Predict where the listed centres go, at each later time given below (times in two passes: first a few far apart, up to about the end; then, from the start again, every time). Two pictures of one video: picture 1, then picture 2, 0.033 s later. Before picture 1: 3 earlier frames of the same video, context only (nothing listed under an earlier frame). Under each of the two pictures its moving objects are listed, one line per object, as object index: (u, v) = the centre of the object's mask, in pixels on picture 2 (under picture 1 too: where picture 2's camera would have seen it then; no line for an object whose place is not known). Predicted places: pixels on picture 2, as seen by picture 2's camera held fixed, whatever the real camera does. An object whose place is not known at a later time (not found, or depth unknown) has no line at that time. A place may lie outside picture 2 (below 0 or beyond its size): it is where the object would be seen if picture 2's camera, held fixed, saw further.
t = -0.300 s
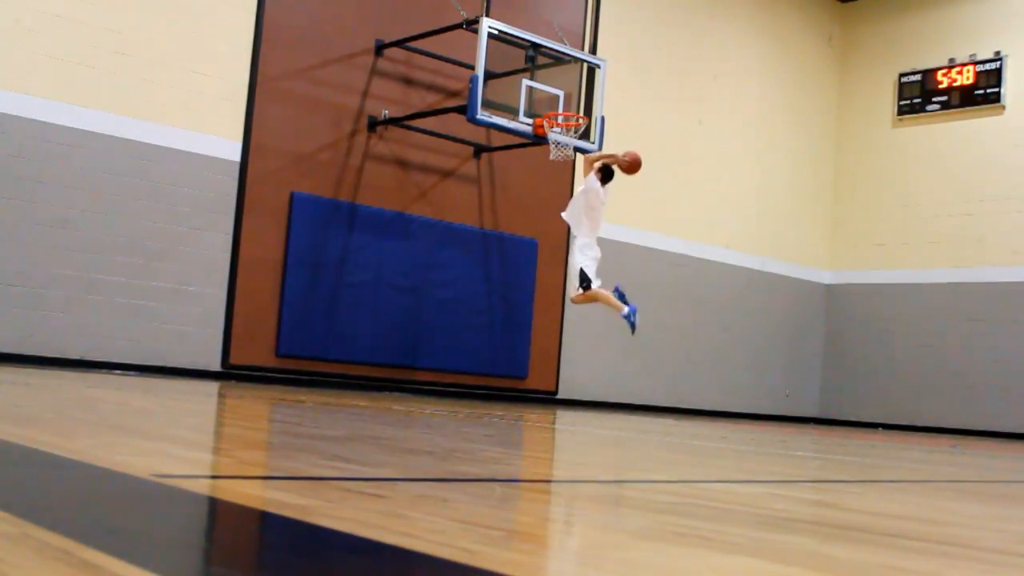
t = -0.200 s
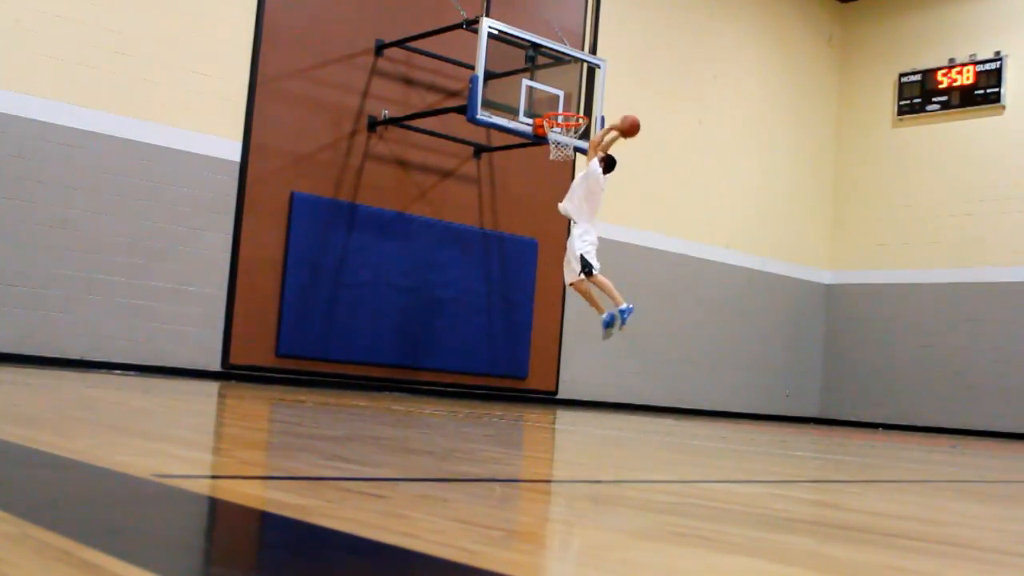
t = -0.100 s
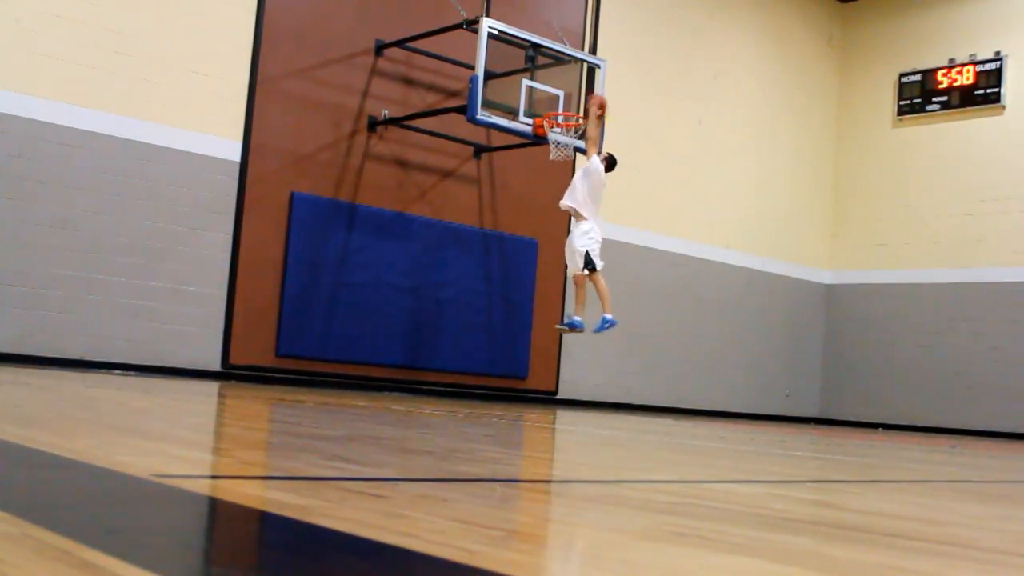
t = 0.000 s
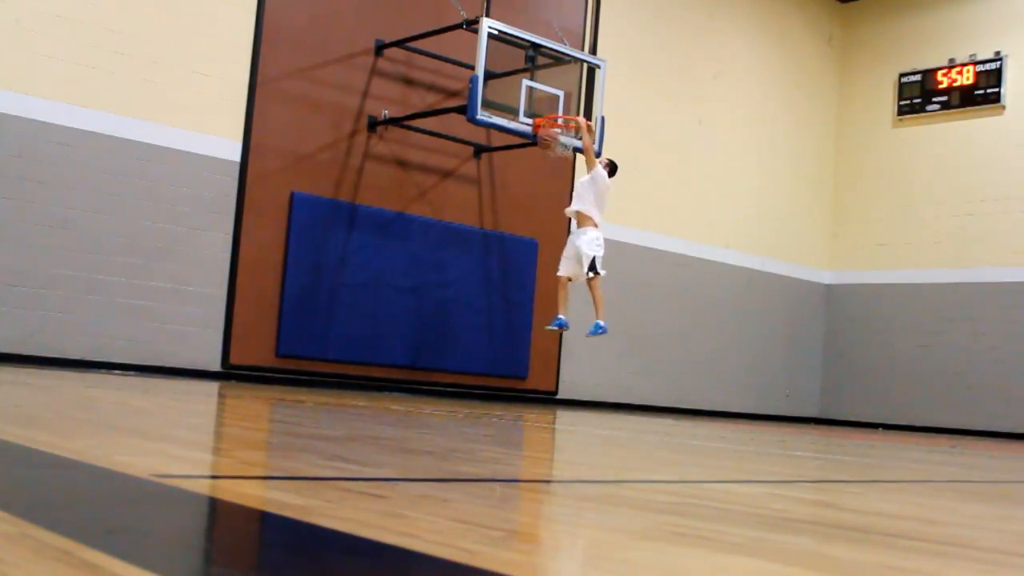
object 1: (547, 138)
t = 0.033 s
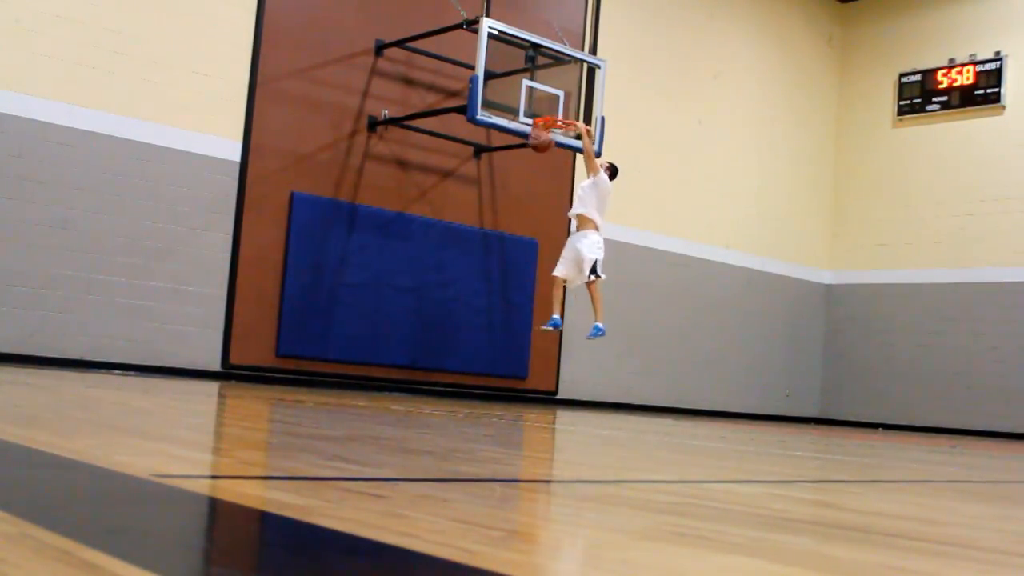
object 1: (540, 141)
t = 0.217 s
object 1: (522, 169)
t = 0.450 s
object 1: (498, 251)
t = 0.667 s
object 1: (471, 373)
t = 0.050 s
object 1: (538, 143)
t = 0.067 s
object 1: (537, 144)
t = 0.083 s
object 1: (535, 144)
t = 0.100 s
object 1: (534, 147)
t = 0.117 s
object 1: (532, 149)
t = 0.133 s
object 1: (531, 152)
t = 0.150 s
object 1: (528, 155)
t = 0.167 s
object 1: (527, 158)
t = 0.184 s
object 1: (525, 162)
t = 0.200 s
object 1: (524, 166)
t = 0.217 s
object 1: (522, 169)
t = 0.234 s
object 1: (521, 173)
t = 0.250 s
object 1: (519, 177)
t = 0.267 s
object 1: (517, 182)
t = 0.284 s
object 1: (516, 188)
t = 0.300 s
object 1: (514, 193)
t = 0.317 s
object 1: (512, 199)
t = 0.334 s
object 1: (511, 204)
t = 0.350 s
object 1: (509, 210)
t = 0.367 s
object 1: (507, 216)
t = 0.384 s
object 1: (505, 222)
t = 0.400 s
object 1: (503, 230)
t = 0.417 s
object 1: (502, 236)
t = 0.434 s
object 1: (500, 243)
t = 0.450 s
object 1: (498, 251)
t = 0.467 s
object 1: (496, 258)
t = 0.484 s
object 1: (494, 267)
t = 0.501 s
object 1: (492, 275)
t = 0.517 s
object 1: (491, 283)
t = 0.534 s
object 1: (488, 292)
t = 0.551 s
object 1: (486, 302)
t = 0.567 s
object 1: (484, 311)
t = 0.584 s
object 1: (482, 321)
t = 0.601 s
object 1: (479, 331)
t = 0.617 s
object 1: (477, 341)
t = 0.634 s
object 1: (475, 351)
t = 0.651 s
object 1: (473, 362)
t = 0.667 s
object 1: (471, 373)
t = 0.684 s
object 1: (468, 385)
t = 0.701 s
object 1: (468, 388)
